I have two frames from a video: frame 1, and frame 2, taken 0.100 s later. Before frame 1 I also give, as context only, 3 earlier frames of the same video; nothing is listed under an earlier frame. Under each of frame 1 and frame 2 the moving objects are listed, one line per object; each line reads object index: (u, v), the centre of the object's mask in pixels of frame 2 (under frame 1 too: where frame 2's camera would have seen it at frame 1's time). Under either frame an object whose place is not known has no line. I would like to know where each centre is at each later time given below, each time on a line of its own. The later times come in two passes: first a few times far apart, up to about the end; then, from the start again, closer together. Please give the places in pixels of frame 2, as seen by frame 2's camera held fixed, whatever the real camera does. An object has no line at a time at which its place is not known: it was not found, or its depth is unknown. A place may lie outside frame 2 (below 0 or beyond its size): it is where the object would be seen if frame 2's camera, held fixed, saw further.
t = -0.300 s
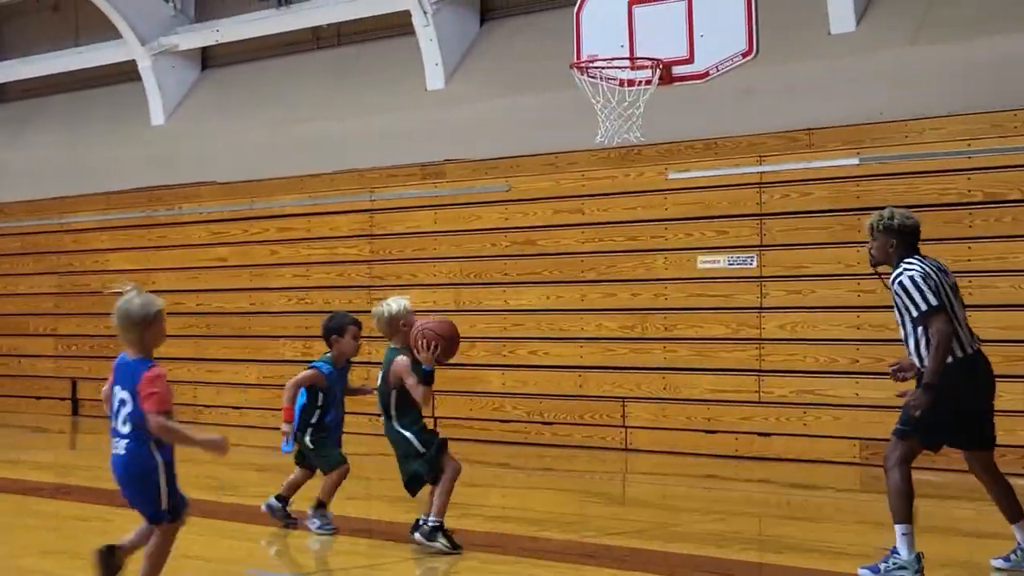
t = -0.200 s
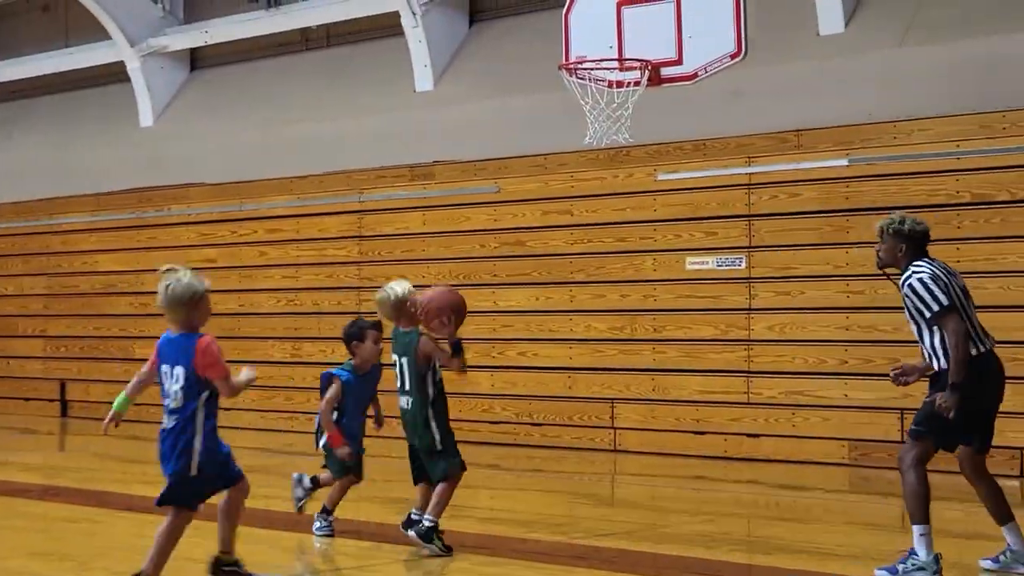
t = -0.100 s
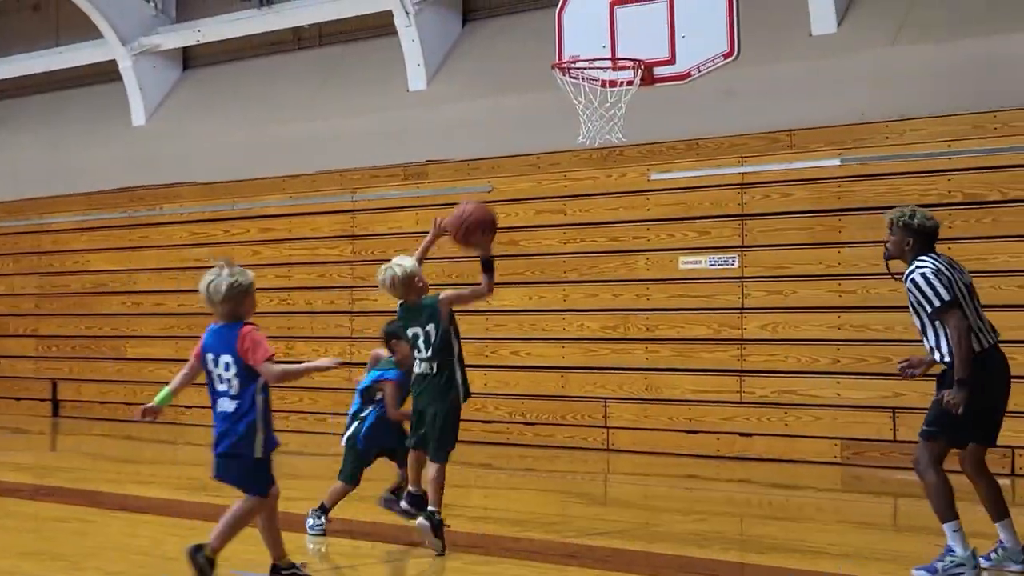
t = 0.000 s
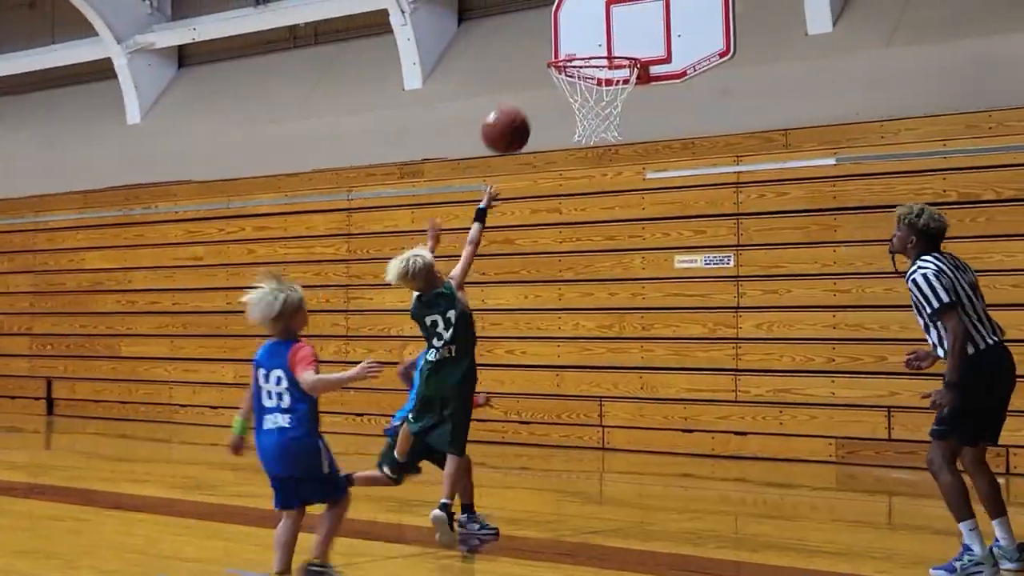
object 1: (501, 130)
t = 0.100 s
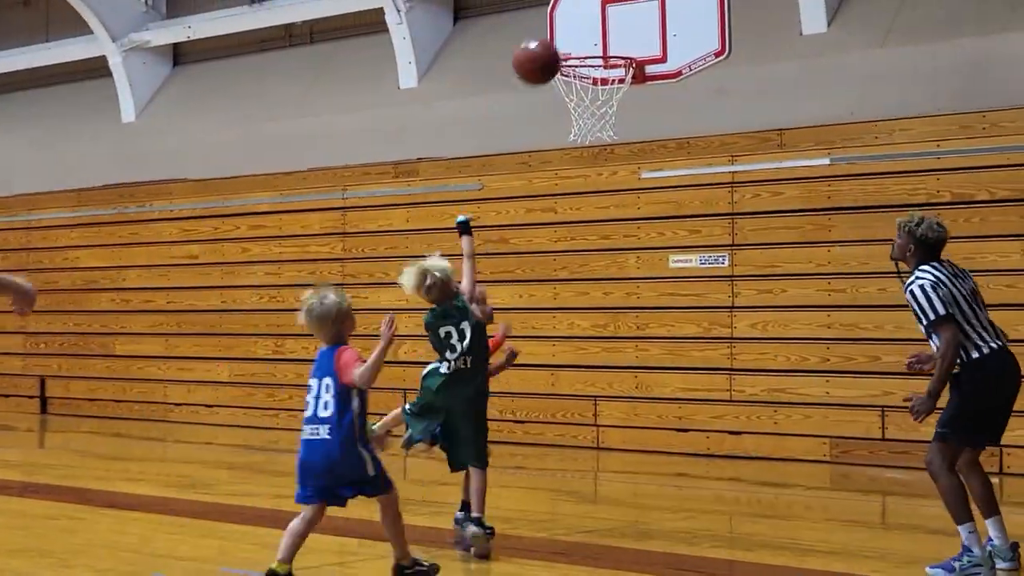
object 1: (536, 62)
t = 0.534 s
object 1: (646, 9)
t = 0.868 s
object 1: (622, 75)
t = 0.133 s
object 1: (547, 44)
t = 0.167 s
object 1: (558, 27)
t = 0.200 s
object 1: (570, 15)
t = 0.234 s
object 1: (580, 9)
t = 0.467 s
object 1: (653, 5)
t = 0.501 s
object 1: (651, 7)
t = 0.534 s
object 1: (646, 9)
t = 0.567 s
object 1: (640, 11)
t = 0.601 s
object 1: (635, 16)
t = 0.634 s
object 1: (630, 26)
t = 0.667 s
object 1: (625, 36)
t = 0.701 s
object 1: (626, 36)
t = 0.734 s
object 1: (625, 39)
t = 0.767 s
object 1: (624, 45)
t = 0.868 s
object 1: (622, 75)
